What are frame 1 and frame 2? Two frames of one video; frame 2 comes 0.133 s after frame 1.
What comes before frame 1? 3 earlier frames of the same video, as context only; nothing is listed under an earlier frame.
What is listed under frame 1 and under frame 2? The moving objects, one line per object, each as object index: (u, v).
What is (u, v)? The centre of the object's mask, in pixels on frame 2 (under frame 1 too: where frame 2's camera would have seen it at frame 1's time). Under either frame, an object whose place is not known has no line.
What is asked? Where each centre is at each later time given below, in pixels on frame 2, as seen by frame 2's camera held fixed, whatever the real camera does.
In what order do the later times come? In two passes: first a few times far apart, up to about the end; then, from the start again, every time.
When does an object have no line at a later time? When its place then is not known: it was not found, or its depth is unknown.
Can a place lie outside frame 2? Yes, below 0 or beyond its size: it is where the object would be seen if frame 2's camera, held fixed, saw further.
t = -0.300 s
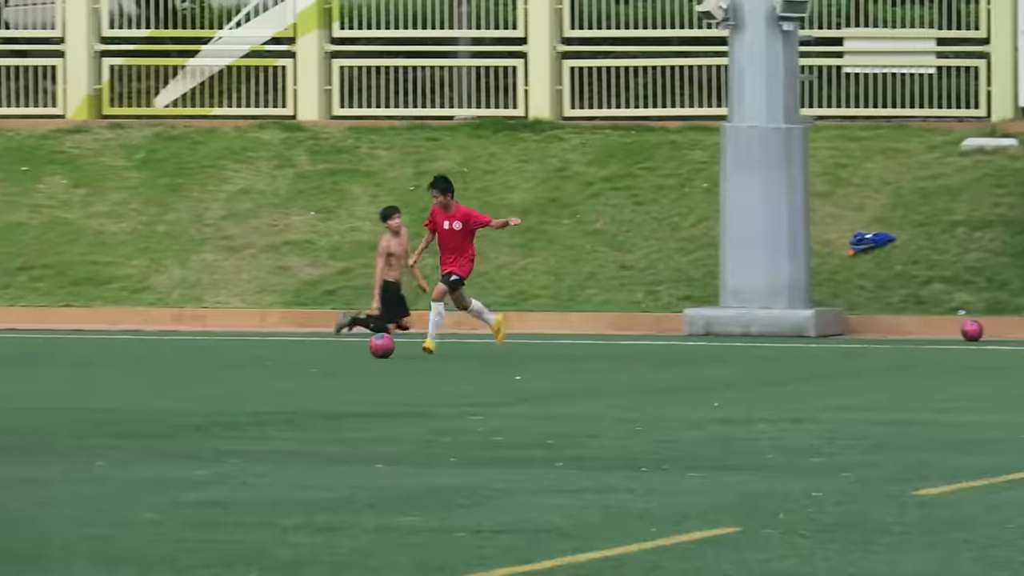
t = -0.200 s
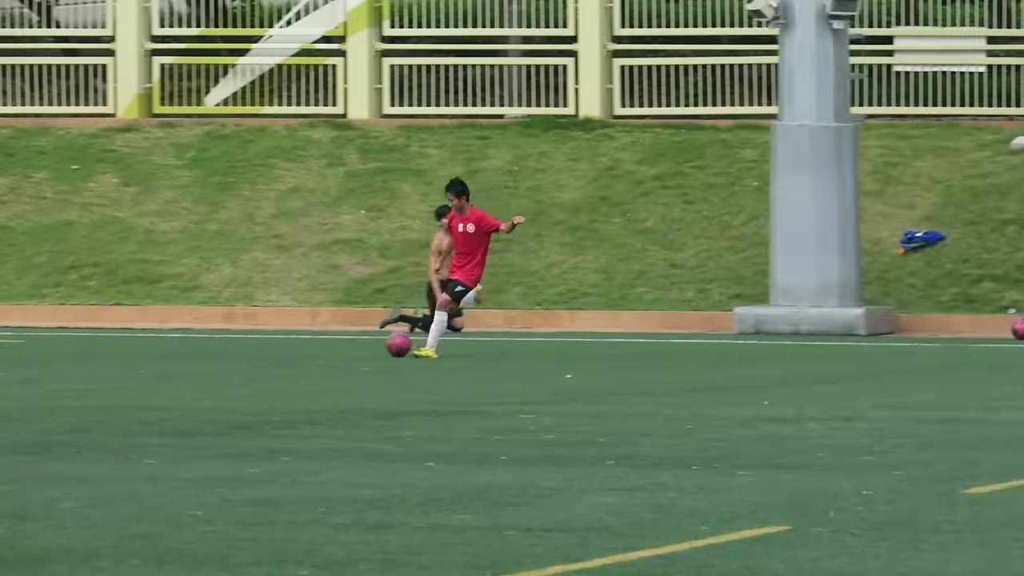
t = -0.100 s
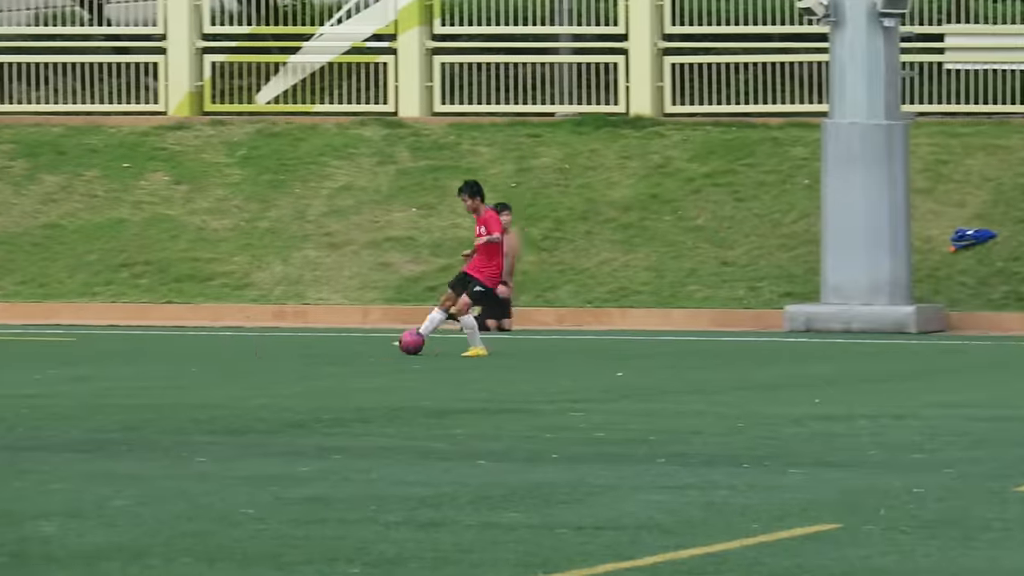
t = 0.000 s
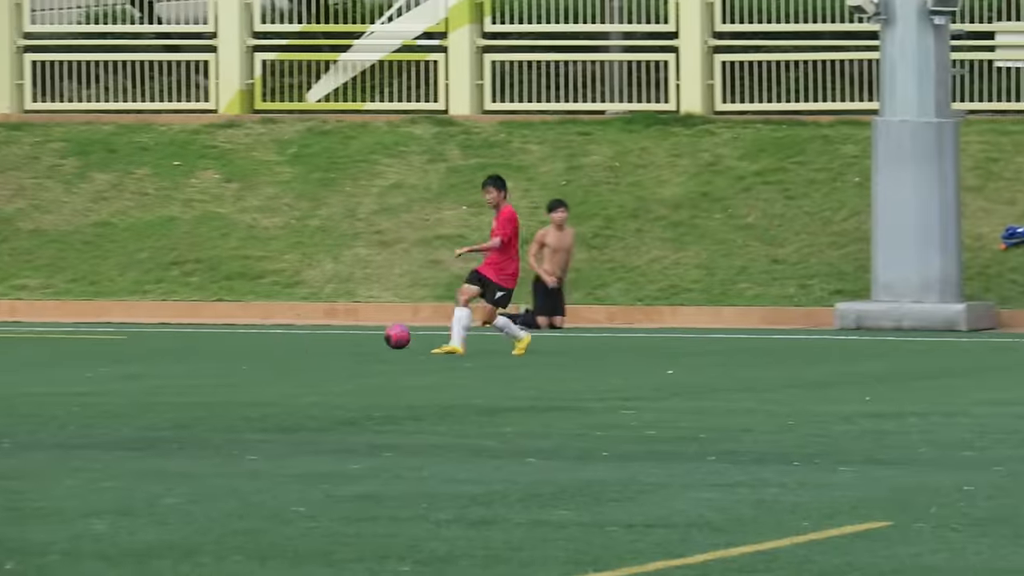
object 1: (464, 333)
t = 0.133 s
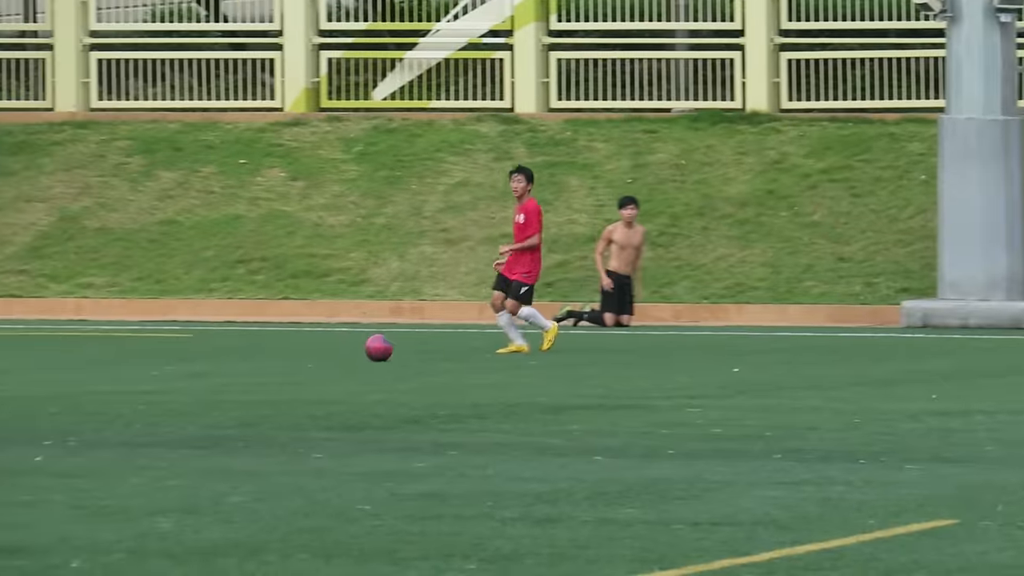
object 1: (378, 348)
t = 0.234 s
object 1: (322, 349)
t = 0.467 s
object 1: (200, 359)
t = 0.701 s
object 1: (93, 366)
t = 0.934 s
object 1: (-8, 371)
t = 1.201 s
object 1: (-119, 378)
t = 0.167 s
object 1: (358, 349)
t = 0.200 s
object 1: (341, 348)
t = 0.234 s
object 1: (322, 349)
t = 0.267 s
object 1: (303, 353)
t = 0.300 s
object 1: (286, 354)
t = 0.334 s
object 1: (268, 352)
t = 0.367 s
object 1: (251, 351)
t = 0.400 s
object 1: (234, 351)
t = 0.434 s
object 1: (217, 354)
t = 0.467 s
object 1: (200, 359)
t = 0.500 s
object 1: (184, 362)
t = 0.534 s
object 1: (168, 360)
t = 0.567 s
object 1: (153, 360)
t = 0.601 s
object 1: (138, 363)
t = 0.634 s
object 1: (123, 367)
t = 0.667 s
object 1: (108, 367)
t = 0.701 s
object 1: (93, 366)
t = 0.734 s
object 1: (78, 367)
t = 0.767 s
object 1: (64, 370)
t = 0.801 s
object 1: (50, 370)
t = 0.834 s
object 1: (35, 368)
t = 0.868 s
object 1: (20, 366)
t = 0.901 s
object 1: (6, 368)
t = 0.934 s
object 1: (-8, 371)
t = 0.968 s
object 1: (-22, 376)
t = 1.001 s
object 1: (-36, 374)
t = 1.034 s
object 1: (-50, 371)
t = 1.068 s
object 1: (-64, 371)
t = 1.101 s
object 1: (-78, 373)
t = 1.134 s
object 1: (-92, 377)
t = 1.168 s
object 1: (-105, 380)
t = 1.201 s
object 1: (-119, 378)
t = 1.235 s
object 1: (-132, 378)
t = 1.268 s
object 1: (-145, 380)
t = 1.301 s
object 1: (-158, 384)
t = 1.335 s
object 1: (-172, 383)
